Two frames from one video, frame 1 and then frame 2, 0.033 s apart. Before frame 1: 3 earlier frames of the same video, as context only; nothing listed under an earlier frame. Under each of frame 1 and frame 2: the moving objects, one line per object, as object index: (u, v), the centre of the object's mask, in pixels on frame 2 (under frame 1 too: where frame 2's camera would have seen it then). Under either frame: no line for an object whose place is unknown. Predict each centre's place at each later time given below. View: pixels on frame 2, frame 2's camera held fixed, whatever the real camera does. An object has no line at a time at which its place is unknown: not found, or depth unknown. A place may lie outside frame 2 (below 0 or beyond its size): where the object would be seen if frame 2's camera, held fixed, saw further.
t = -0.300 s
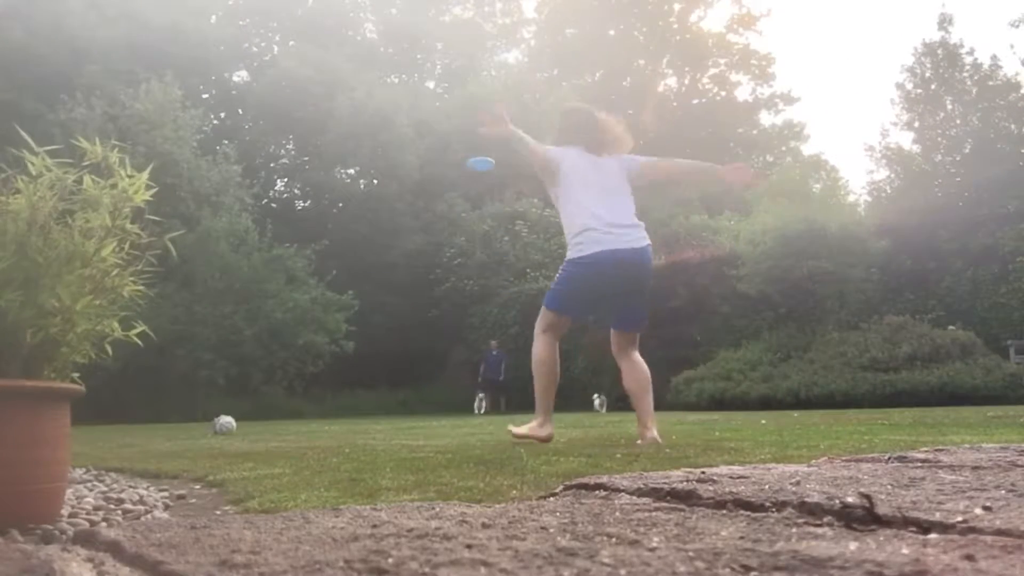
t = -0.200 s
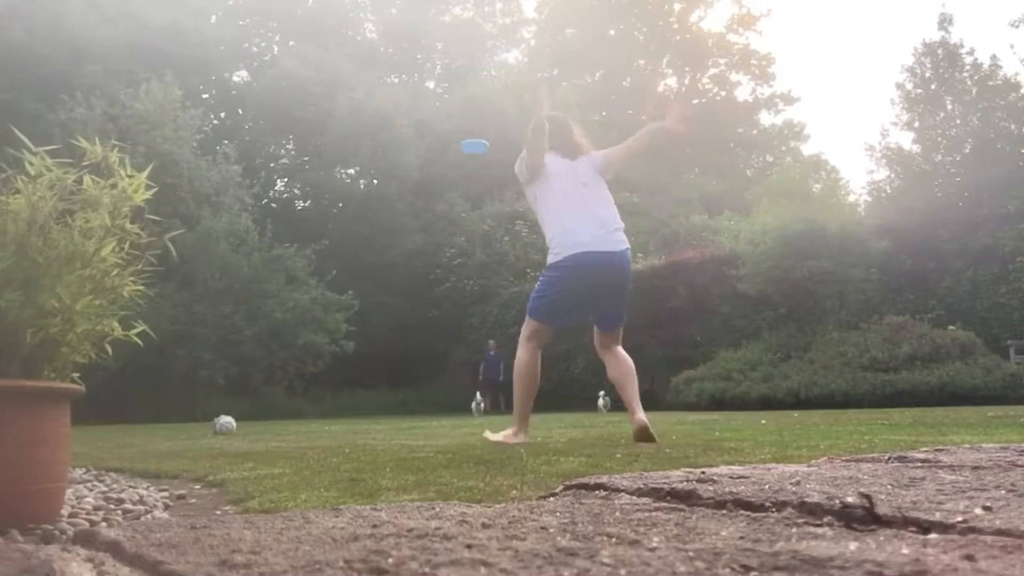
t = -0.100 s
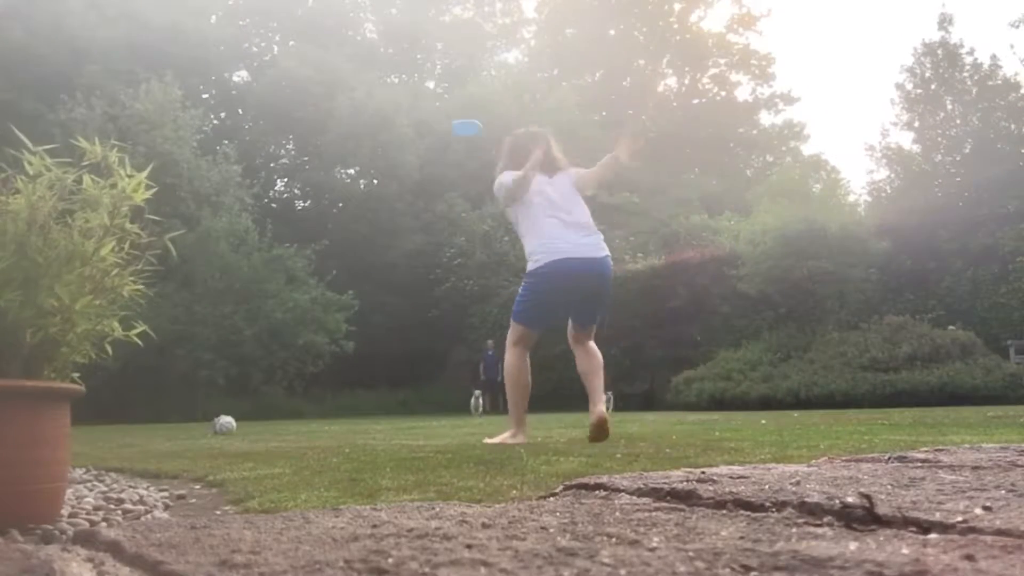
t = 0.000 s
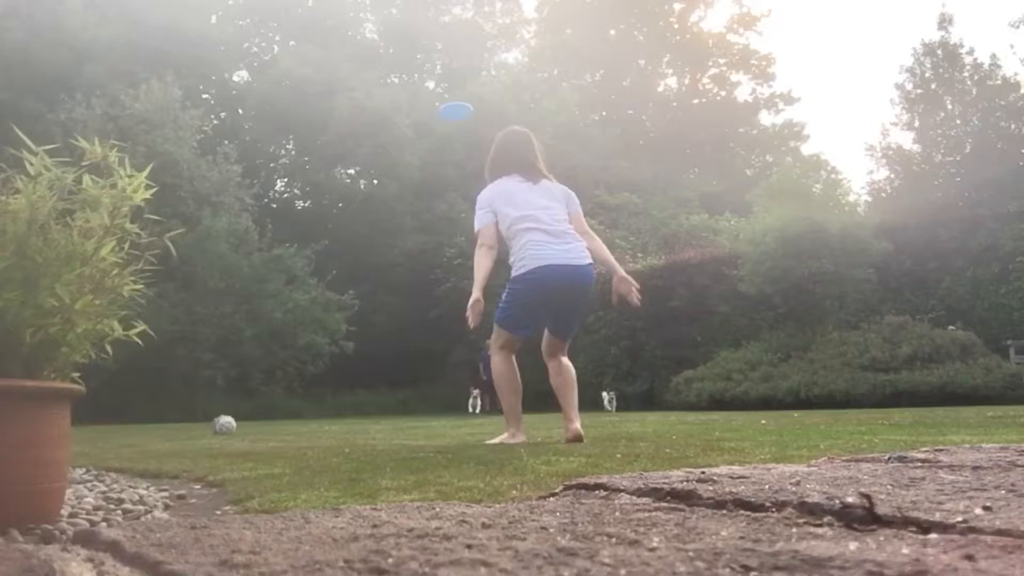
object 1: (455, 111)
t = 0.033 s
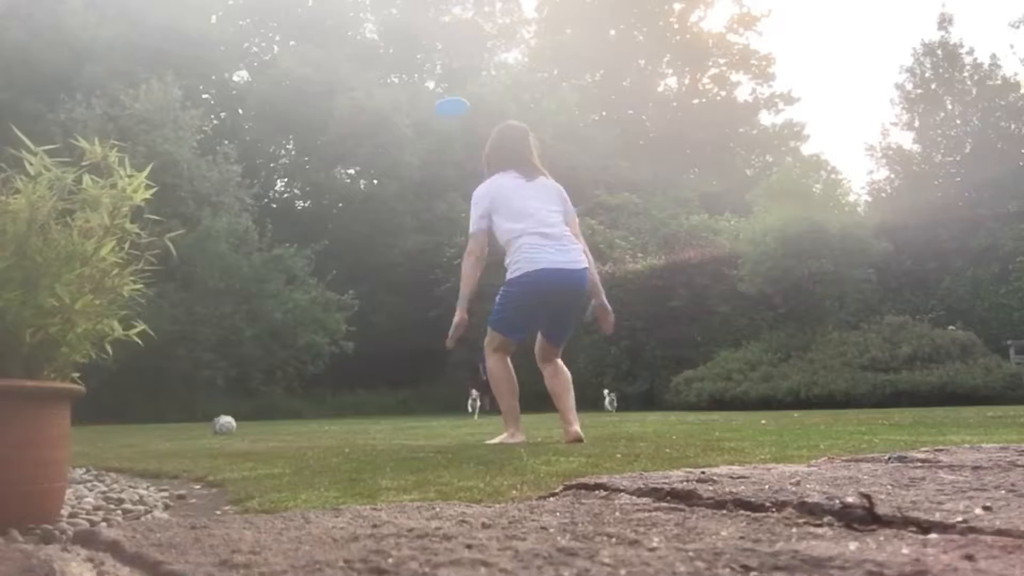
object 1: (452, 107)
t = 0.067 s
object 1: (449, 102)
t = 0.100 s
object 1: (445, 100)
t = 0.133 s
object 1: (440, 96)
